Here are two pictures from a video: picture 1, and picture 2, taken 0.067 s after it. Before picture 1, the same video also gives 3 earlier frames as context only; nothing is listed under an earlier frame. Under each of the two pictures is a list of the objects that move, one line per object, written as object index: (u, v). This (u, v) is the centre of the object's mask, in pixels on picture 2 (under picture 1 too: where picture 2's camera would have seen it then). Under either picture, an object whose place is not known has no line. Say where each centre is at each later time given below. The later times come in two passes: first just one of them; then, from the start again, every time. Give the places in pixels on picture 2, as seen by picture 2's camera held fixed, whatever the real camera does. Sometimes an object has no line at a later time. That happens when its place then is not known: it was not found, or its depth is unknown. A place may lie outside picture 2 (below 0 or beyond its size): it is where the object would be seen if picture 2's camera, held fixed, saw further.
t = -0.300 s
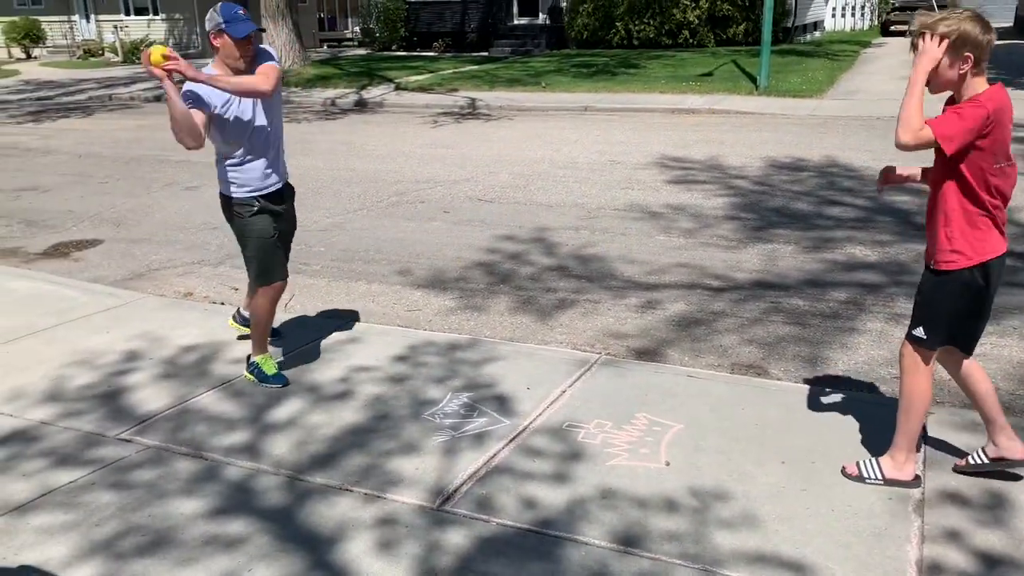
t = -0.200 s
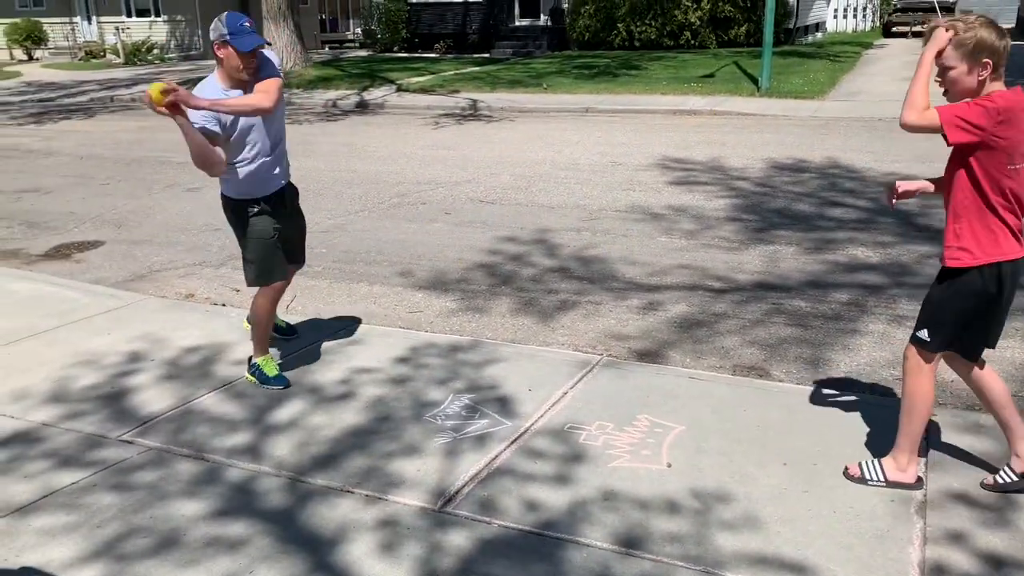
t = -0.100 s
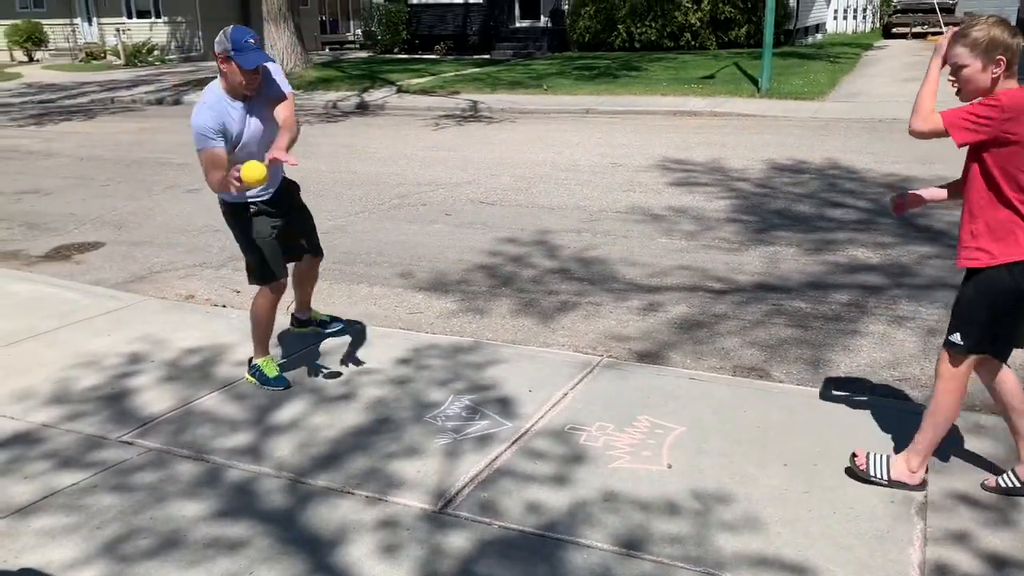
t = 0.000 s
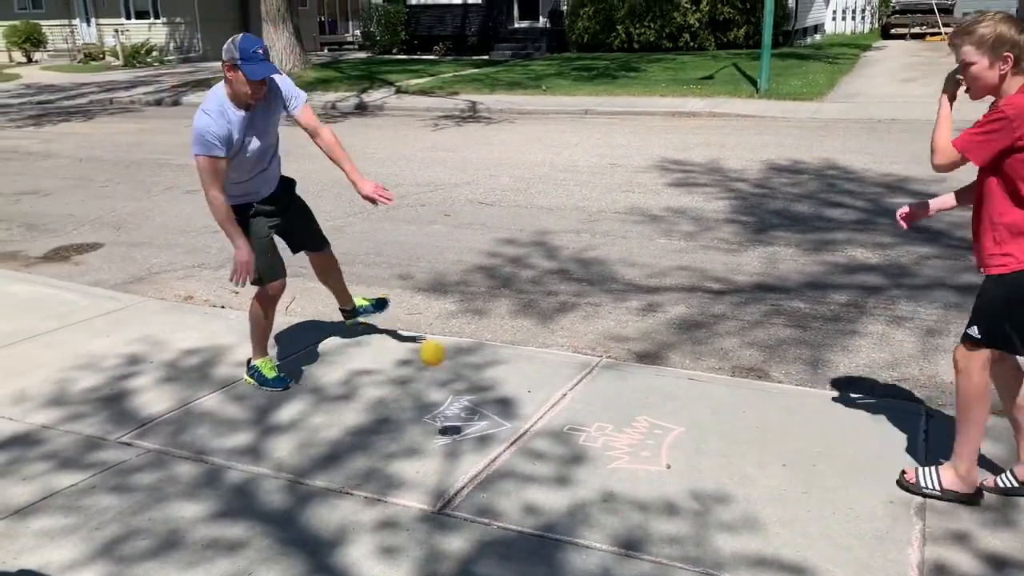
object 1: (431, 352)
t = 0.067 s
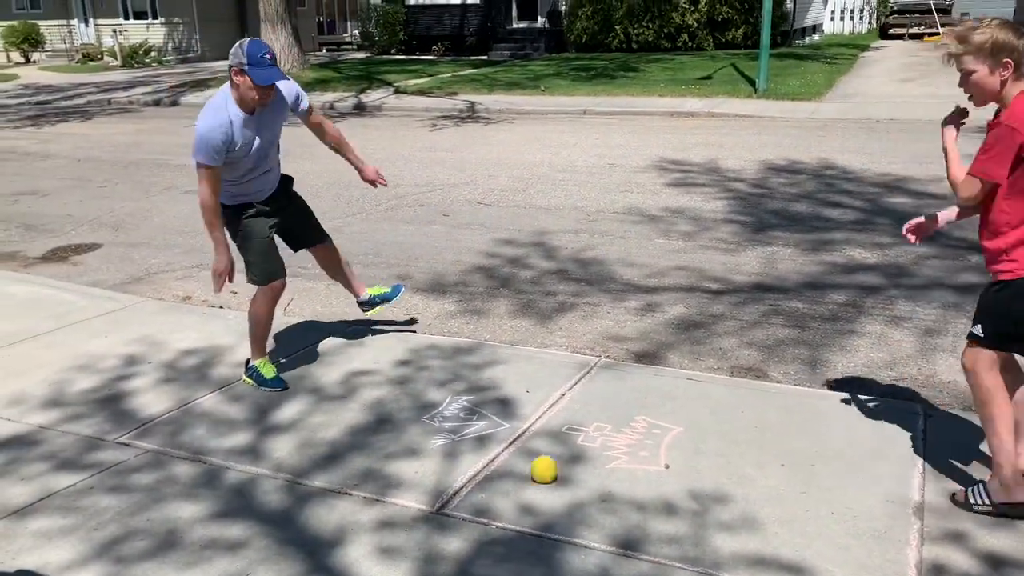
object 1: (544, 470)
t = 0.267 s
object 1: (767, 300)
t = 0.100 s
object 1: (577, 436)
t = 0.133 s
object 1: (611, 406)
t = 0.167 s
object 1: (647, 376)
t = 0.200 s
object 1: (685, 348)
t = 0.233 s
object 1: (725, 322)
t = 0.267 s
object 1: (767, 300)
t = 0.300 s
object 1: (809, 279)
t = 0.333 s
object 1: (855, 261)
